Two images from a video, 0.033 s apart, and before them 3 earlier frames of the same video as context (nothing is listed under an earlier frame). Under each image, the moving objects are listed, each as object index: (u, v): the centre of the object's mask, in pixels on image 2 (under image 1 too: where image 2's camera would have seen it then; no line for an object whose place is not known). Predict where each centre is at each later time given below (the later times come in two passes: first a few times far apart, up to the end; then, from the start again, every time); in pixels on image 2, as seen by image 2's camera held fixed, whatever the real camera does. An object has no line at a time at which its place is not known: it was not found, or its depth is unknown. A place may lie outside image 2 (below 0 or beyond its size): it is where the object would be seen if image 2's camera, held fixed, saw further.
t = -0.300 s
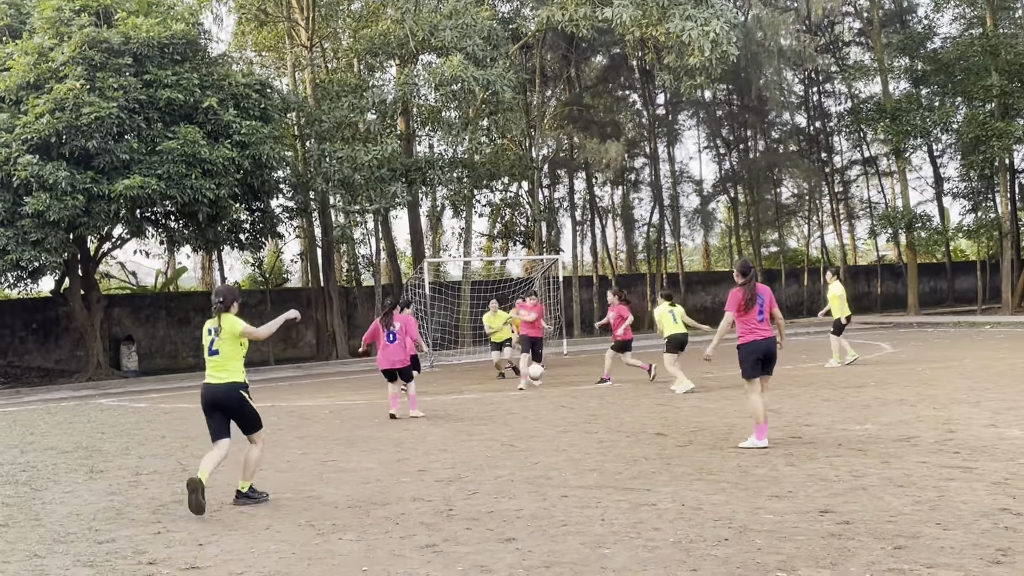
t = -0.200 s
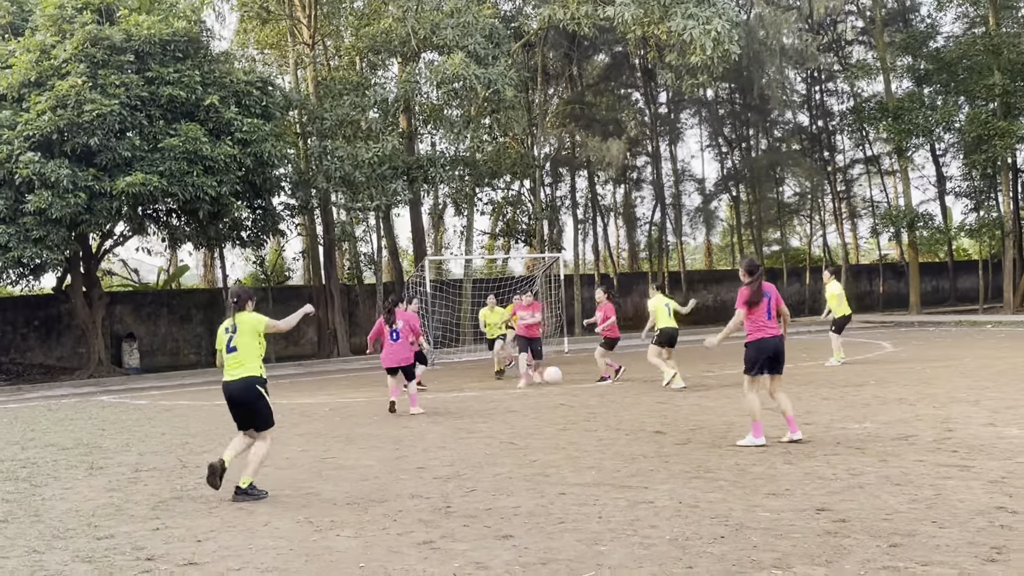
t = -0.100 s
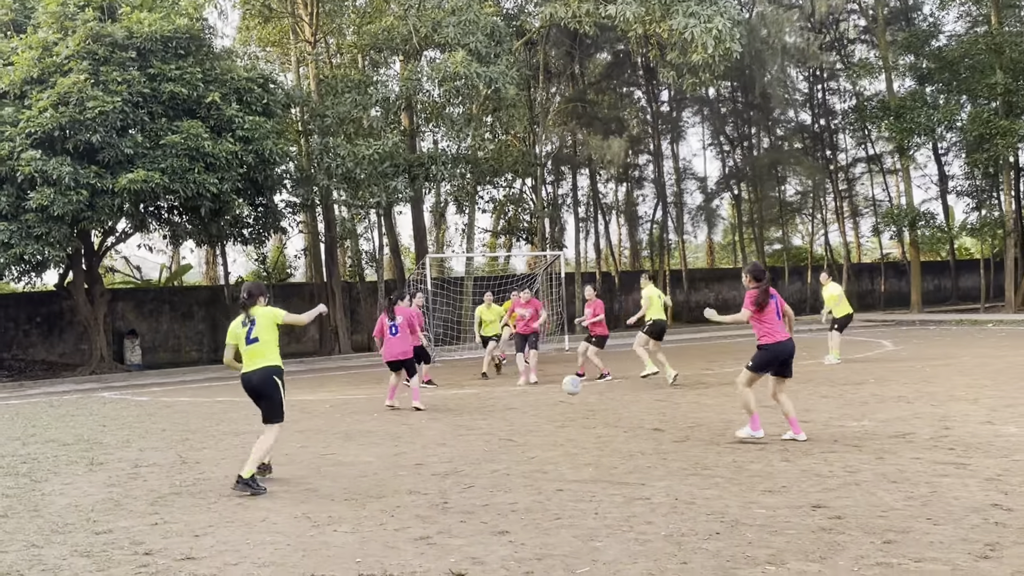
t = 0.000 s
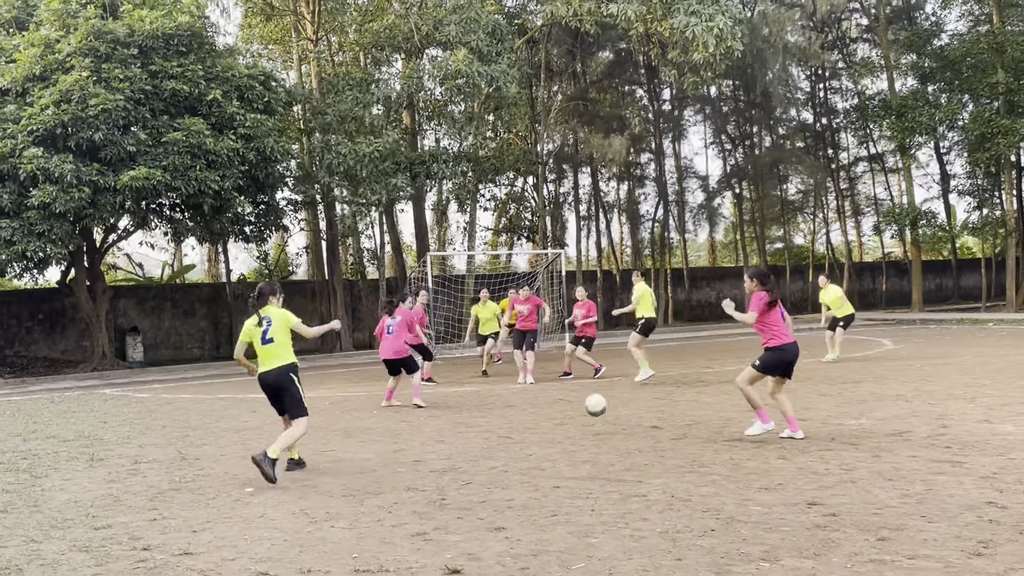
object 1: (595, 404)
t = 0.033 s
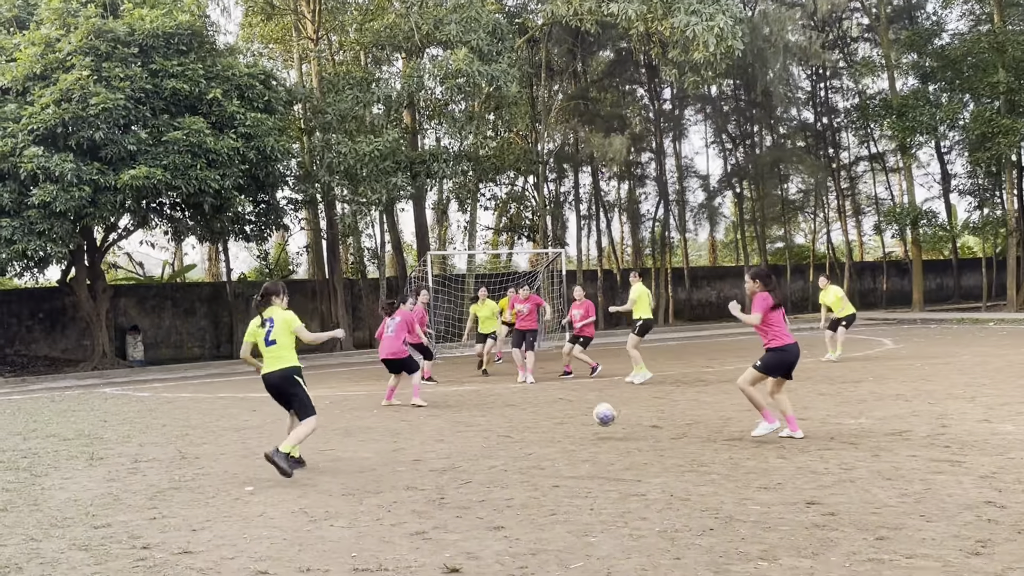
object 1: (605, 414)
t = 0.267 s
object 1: (673, 446)
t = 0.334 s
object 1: (698, 461)
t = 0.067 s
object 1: (615, 427)
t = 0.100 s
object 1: (626, 441)
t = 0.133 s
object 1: (635, 439)
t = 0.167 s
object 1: (643, 438)
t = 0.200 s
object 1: (652, 439)
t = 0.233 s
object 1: (662, 441)
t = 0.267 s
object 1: (673, 446)
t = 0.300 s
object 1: (685, 453)
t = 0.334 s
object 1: (698, 461)
